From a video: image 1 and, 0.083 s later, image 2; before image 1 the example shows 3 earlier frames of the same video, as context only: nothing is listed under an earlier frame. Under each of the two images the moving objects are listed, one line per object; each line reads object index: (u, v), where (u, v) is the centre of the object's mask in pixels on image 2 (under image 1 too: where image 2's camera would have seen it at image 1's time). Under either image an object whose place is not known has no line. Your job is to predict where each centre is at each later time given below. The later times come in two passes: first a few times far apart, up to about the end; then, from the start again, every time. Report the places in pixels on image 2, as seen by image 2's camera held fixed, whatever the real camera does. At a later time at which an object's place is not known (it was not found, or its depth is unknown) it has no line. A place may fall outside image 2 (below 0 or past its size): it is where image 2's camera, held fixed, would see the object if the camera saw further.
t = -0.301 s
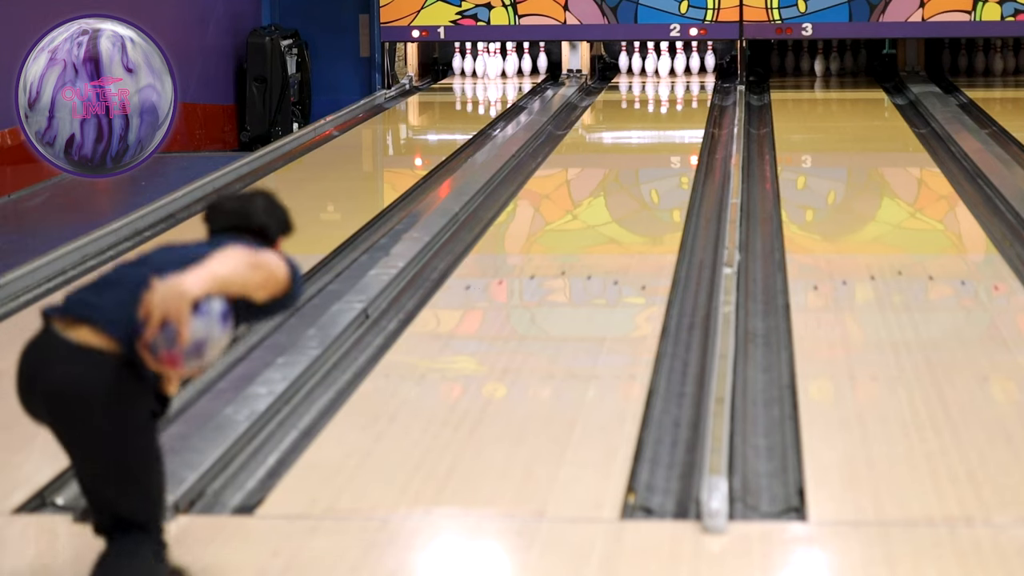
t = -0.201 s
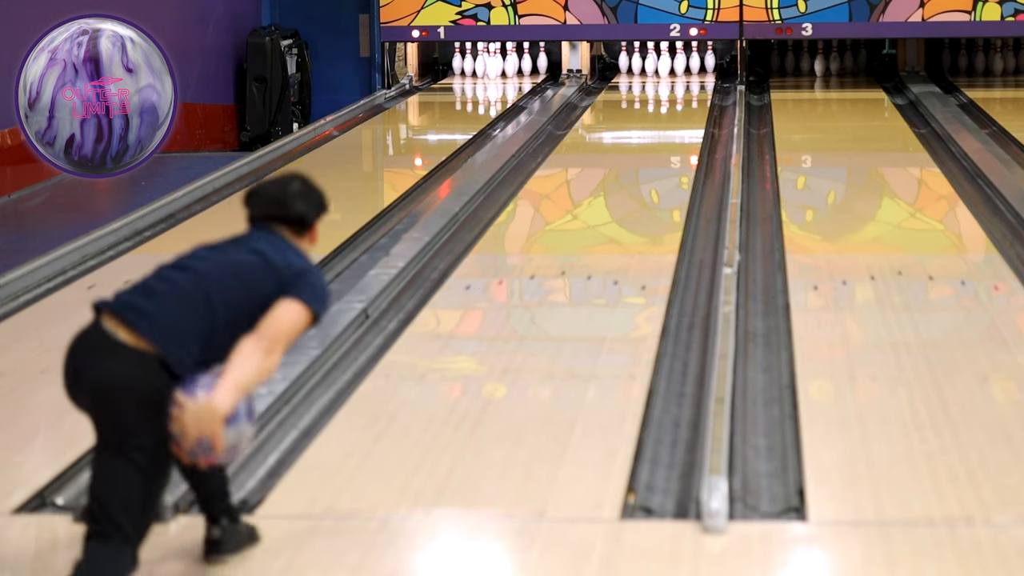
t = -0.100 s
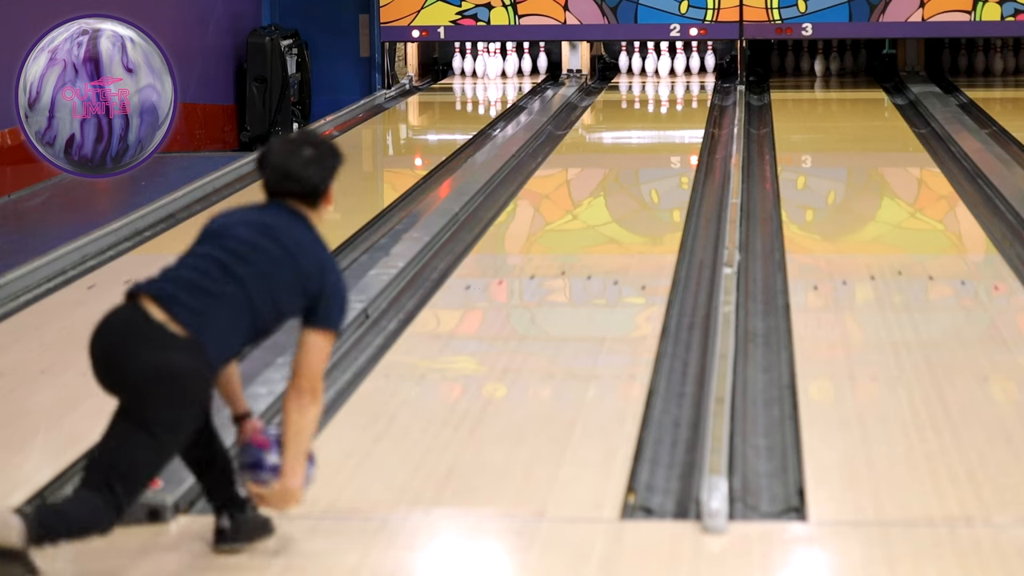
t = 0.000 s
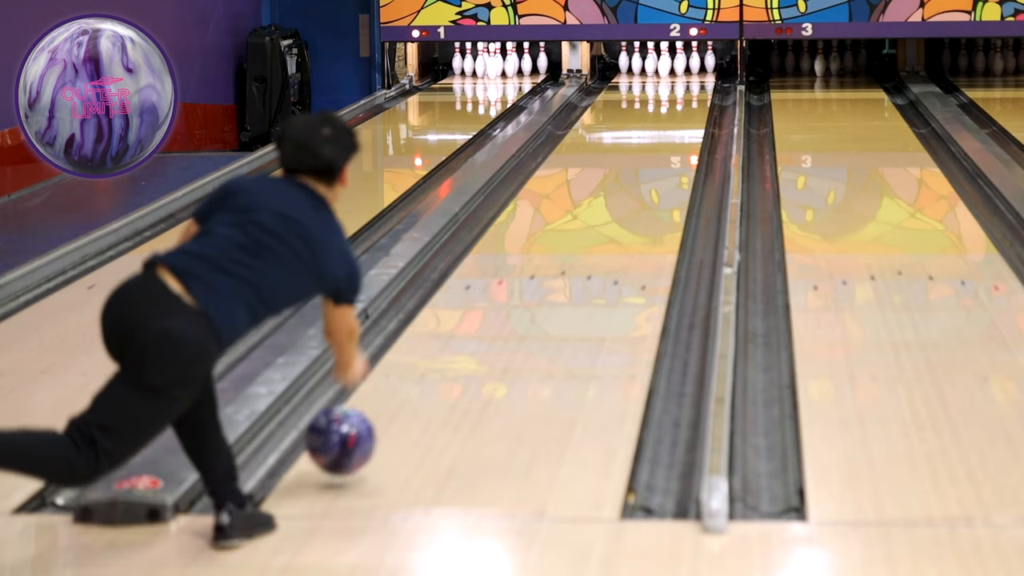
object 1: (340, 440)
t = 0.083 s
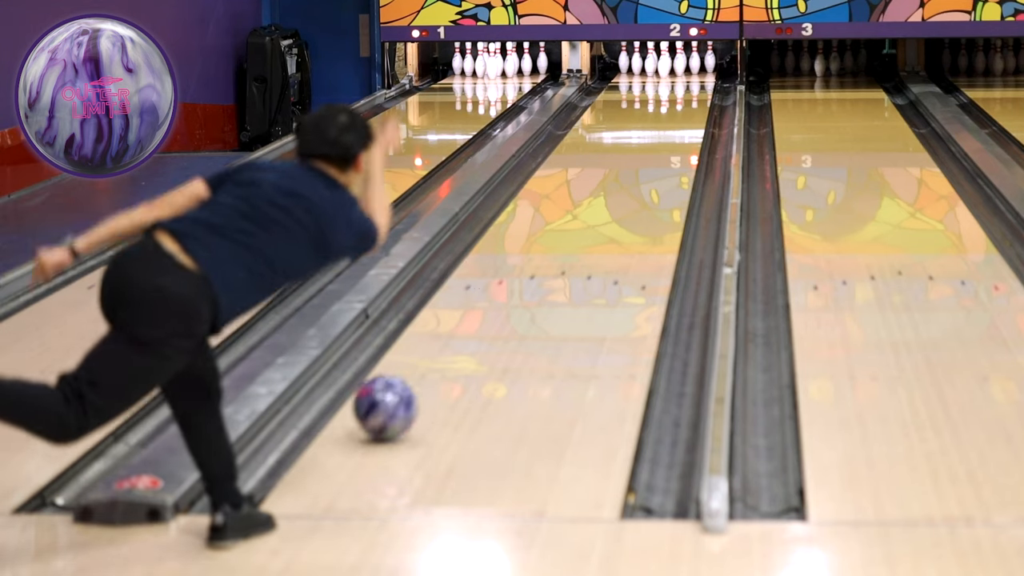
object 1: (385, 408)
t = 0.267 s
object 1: (462, 334)
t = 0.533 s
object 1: (538, 259)
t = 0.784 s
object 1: (587, 208)
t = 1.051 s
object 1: (624, 169)
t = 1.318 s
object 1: (651, 139)
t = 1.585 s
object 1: (671, 115)
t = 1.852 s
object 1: (682, 96)
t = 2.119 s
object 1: (680, 81)
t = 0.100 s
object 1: (394, 400)
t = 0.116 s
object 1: (401, 393)
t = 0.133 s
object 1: (409, 386)
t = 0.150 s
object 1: (416, 379)
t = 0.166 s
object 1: (423, 372)
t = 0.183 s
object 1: (430, 366)
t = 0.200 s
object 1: (437, 359)
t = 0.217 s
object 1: (444, 353)
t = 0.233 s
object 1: (450, 346)
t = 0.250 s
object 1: (456, 340)
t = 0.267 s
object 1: (462, 334)
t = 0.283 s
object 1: (468, 329)
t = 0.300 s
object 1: (473, 323)
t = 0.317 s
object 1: (479, 318)
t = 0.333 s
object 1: (484, 312)
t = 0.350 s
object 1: (489, 307)
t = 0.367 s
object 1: (494, 302)
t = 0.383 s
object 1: (499, 297)
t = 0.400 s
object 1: (503, 293)
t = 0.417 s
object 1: (508, 288)
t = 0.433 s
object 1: (513, 284)
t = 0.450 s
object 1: (517, 279)
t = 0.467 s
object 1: (521, 275)
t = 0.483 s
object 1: (525, 271)
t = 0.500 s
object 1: (530, 266)
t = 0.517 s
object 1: (534, 263)
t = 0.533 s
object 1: (538, 259)
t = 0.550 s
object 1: (541, 255)
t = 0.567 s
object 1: (545, 251)
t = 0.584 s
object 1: (549, 248)
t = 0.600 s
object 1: (552, 244)
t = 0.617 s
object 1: (556, 240)
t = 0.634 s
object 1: (559, 237)
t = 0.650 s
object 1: (563, 233)
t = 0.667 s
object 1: (566, 230)
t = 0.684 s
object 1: (569, 227)
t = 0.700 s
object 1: (572, 223)
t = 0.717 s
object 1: (575, 220)
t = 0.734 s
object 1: (578, 217)
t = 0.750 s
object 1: (581, 214)
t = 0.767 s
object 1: (584, 211)
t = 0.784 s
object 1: (587, 208)
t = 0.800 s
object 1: (589, 205)
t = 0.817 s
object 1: (592, 202)
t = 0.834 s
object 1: (595, 200)
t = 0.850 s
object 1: (597, 197)
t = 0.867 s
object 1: (600, 194)
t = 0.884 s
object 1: (602, 192)
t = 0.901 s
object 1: (604, 189)
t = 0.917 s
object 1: (607, 187)
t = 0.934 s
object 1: (609, 184)
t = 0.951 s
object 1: (612, 182)
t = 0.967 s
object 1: (614, 180)
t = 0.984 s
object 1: (616, 178)
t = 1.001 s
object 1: (618, 175)
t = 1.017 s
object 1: (620, 173)
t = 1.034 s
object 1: (622, 171)
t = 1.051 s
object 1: (624, 169)
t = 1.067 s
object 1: (626, 166)
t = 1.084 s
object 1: (628, 164)
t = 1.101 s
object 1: (630, 162)
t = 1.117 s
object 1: (632, 160)
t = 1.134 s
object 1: (634, 158)
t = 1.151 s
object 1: (635, 156)
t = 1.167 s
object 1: (637, 154)
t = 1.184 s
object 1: (639, 153)
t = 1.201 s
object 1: (641, 151)
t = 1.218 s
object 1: (642, 149)
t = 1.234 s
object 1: (644, 147)
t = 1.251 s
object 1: (645, 145)
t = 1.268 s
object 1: (647, 144)
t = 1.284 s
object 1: (648, 142)
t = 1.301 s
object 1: (650, 140)
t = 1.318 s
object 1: (651, 139)
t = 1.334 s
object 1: (653, 137)
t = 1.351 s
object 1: (654, 135)
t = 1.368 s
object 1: (656, 134)
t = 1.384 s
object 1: (657, 132)
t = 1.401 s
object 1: (658, 131)
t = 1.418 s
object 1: (660, 129)
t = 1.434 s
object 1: (661, 128)
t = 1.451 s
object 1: (662, 126)
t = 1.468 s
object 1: (663, 125)
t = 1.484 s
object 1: (664, 124)
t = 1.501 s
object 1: (666, 122)
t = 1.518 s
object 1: (667, 121)
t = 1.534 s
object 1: (668, 119)
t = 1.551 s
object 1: (669, 118)
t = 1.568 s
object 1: (670, 117)
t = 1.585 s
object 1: (671, 115)
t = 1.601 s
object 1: (672, 114)
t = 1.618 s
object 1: (672, 113)
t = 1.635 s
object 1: (673, 111)
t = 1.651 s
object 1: (674, 110)
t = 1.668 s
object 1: (675, 109)
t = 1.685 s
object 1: (676, 107)
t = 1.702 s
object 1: (677, 106)
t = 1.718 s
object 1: (678, 105)
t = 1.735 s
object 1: (678, 104)
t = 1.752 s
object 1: (679, 103)
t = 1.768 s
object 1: (679, 102)
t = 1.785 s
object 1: (680, 100)
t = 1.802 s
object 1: (681, 100)
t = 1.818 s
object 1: (681, 98)
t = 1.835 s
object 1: (682, 97)
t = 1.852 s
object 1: (682, 96)
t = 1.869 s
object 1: (682, 95)
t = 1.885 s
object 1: (683, 94)
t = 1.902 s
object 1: (683, 93)
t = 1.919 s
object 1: (683, 92)
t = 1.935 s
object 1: (683, 91)
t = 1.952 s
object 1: (683, 90)
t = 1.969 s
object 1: (683, 89)
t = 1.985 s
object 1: (683, 88)
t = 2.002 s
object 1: (683, 87)
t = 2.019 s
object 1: (683, 86)
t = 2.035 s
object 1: (683, 85)
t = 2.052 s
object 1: (682, 85)
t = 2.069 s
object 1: (682, 84)
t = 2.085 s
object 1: (682, 83)
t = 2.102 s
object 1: (681, 82)
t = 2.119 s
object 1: (680, 81)
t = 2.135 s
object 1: (680, 80)
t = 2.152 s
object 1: (679, 80)
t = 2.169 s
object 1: (678, 79)
